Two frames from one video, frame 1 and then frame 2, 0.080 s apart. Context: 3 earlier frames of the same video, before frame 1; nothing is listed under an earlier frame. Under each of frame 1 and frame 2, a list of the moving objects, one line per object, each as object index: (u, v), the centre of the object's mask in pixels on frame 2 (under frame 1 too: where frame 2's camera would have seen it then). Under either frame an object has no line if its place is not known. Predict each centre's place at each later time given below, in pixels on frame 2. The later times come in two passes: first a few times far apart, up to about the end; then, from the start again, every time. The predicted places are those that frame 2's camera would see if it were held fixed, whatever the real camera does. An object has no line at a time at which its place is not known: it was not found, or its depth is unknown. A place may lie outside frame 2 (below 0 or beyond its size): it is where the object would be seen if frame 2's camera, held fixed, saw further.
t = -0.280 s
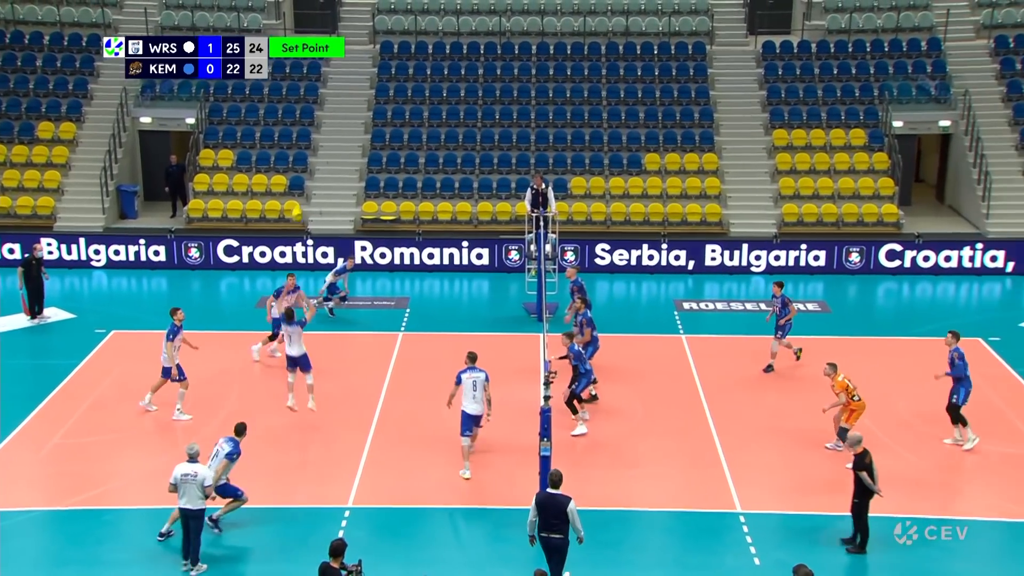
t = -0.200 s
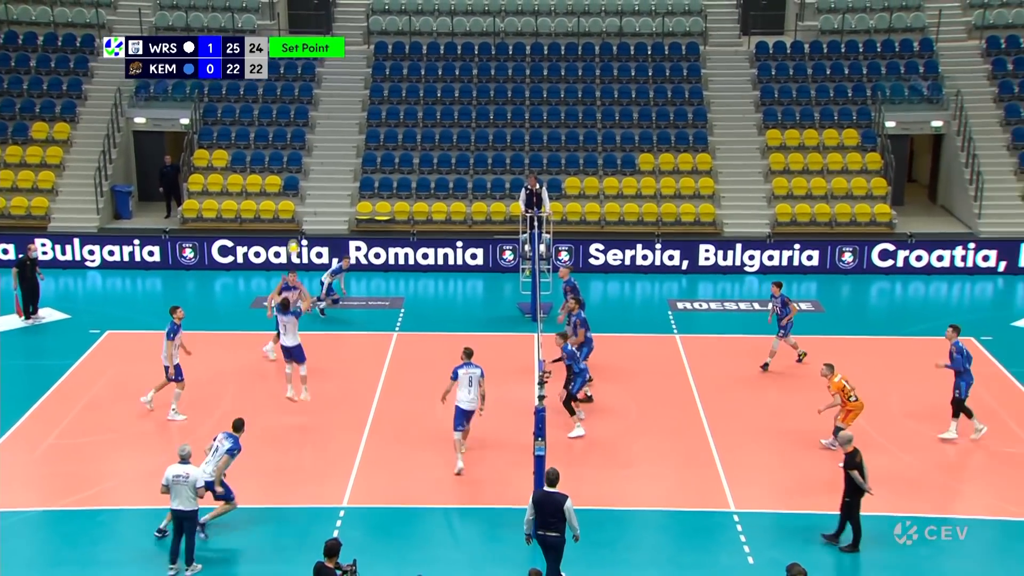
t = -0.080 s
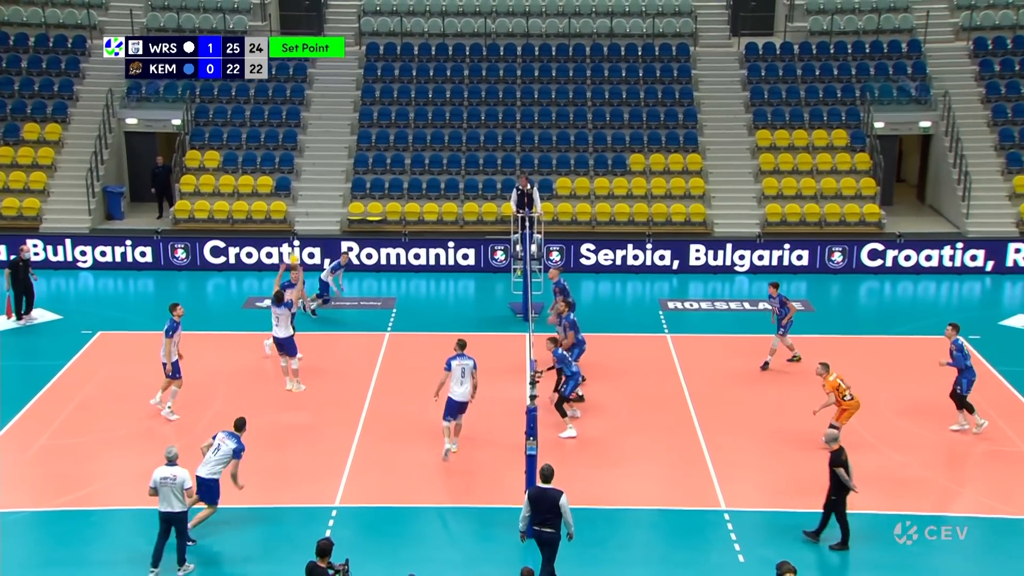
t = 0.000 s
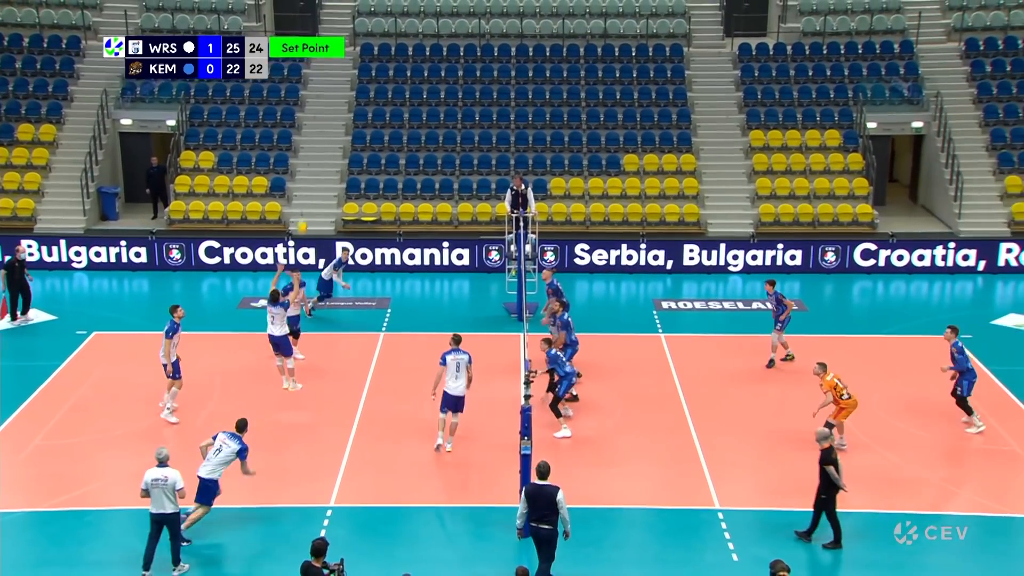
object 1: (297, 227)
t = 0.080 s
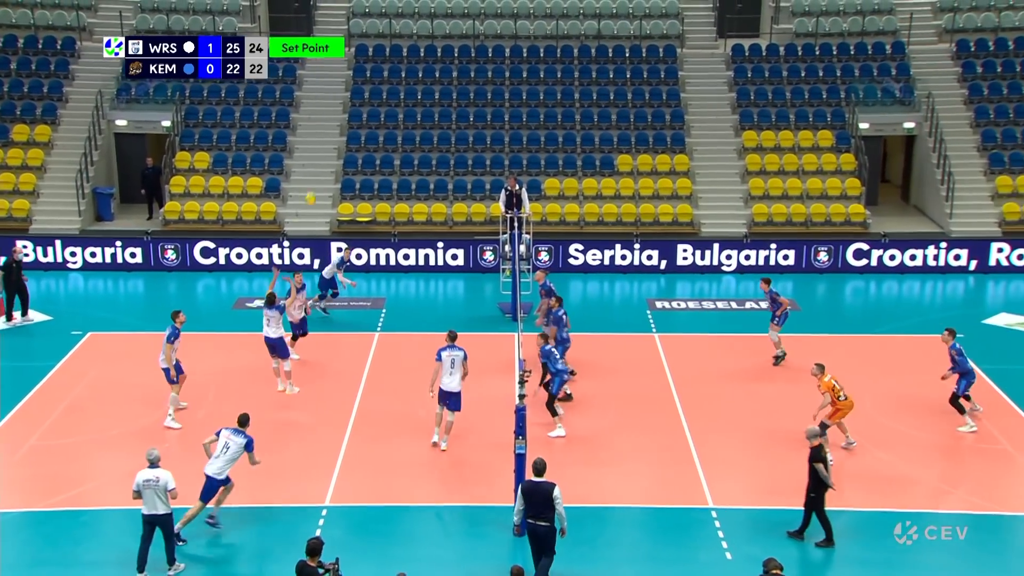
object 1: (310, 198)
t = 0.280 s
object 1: (342, 146)
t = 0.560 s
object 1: (382, 114)
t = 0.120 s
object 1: (317, 186)
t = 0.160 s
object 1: (323, 174)
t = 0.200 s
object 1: (330, 164)
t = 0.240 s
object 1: (335, 155)
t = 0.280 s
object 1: (342, 146)
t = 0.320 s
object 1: (348, 139)
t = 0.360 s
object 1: (353, 133)
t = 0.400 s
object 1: (359, 127)
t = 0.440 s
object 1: (365, 123)
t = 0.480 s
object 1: (371, 119)
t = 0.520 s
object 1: (377, 116)
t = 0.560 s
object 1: (382, 114)
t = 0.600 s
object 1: (388, 113)
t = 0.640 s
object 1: (393, 113)
